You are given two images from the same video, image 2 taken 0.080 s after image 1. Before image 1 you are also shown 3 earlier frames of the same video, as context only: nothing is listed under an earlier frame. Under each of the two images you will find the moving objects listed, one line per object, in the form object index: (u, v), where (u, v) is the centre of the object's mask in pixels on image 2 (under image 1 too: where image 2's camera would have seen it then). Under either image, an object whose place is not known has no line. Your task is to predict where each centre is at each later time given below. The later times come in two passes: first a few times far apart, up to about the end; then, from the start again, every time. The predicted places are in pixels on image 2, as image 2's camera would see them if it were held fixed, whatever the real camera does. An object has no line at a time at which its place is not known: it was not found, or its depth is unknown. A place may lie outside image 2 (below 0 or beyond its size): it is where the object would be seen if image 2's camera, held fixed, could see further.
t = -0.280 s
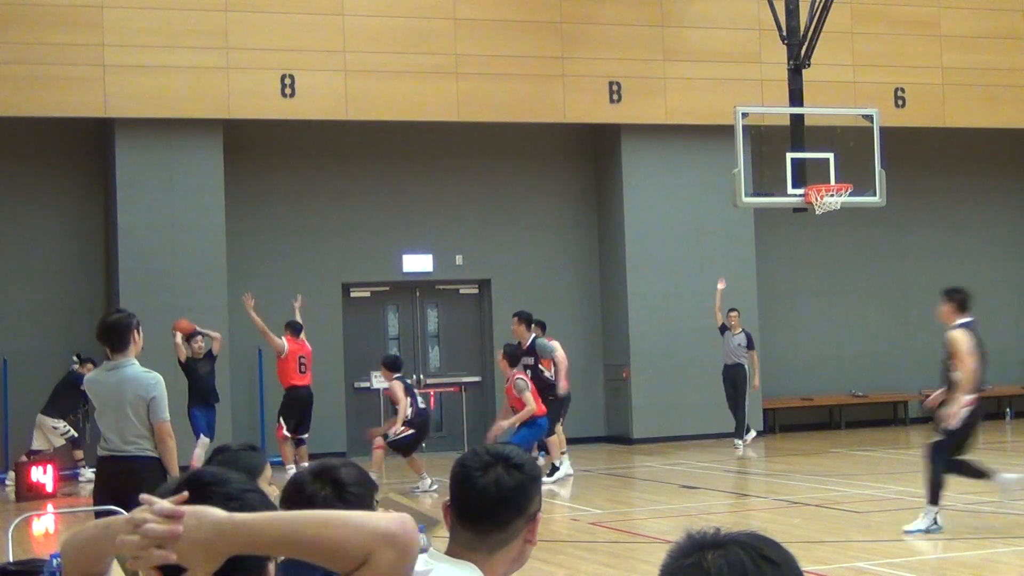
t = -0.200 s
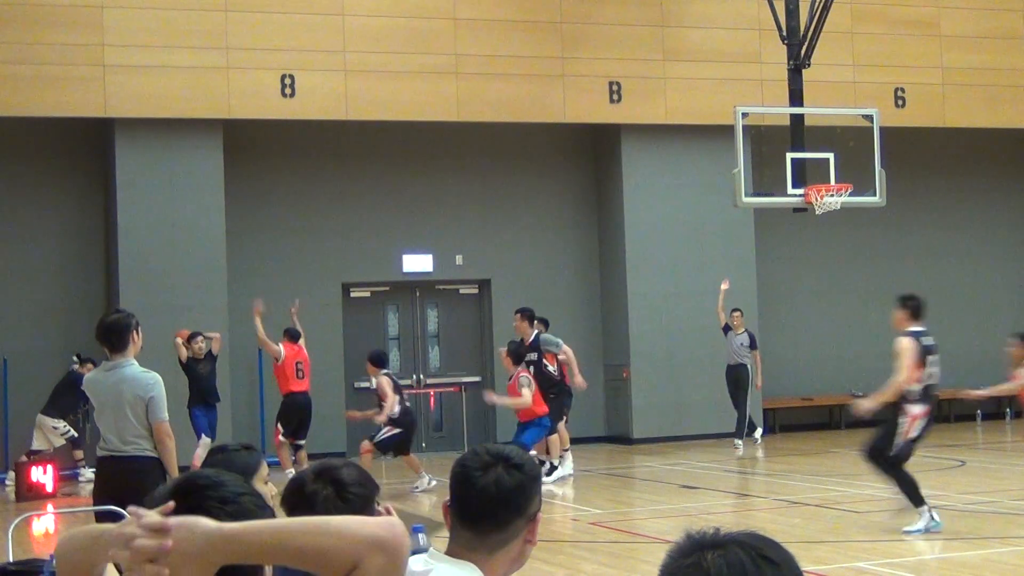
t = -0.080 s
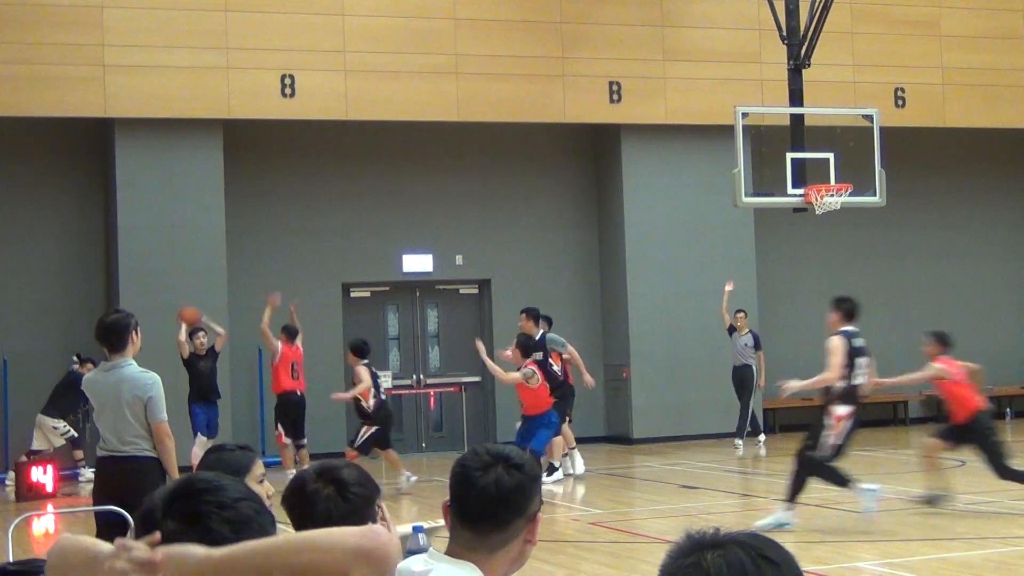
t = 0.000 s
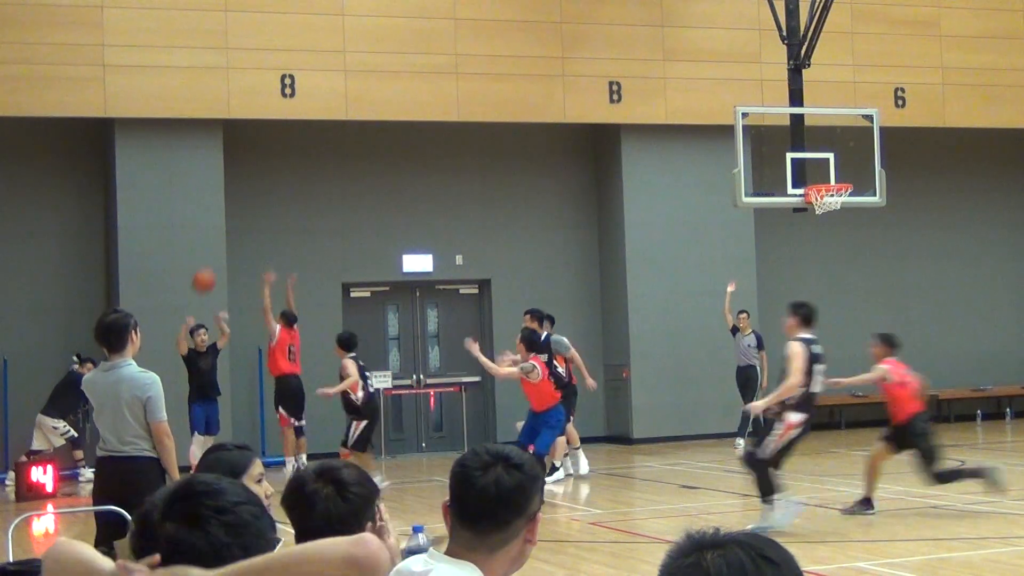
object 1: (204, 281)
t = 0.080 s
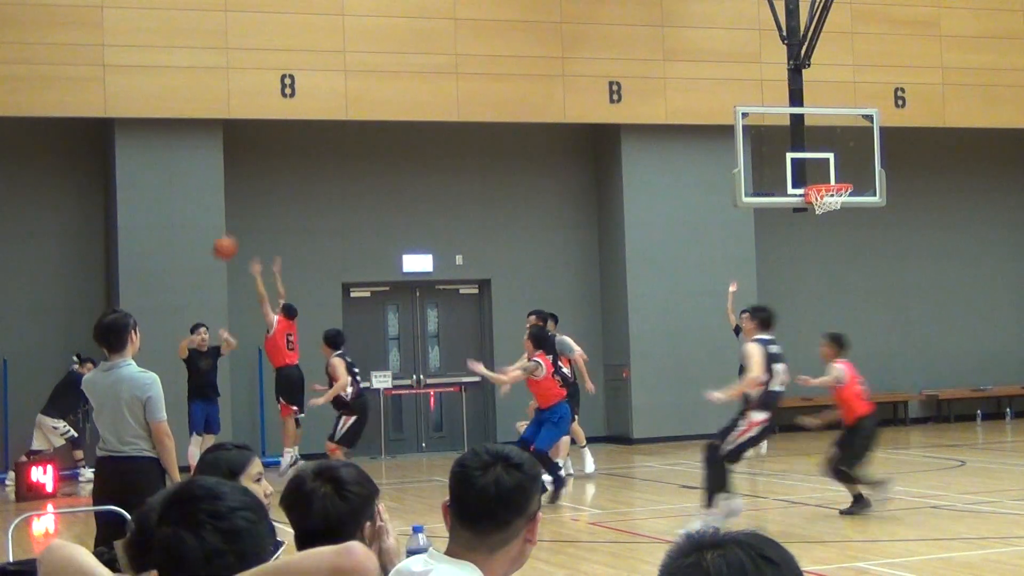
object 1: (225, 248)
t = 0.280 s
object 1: (283, 186)
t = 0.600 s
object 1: (395, 164)
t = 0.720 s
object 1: (447, 189)
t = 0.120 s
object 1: (236, 233)
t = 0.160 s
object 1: (247, 220)
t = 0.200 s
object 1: (259, 207)
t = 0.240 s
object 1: (270, 195)
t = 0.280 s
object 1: (283, 186)
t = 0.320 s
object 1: (294, 176)
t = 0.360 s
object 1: (307, 170)
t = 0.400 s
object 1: (321, 164)
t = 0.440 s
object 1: (334, 160)
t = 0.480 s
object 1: (349, 158)
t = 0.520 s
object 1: (364, 158)
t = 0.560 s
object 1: (379, 160)
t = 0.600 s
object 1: (395, 164)
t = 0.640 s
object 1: (412, 170)
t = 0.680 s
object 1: (428, 178)
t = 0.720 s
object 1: (447, 189)
